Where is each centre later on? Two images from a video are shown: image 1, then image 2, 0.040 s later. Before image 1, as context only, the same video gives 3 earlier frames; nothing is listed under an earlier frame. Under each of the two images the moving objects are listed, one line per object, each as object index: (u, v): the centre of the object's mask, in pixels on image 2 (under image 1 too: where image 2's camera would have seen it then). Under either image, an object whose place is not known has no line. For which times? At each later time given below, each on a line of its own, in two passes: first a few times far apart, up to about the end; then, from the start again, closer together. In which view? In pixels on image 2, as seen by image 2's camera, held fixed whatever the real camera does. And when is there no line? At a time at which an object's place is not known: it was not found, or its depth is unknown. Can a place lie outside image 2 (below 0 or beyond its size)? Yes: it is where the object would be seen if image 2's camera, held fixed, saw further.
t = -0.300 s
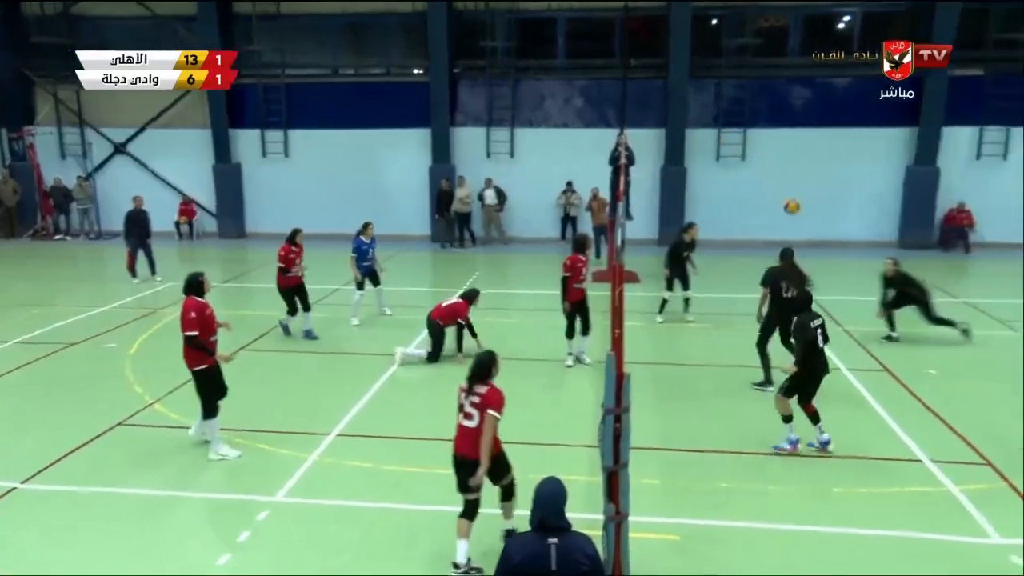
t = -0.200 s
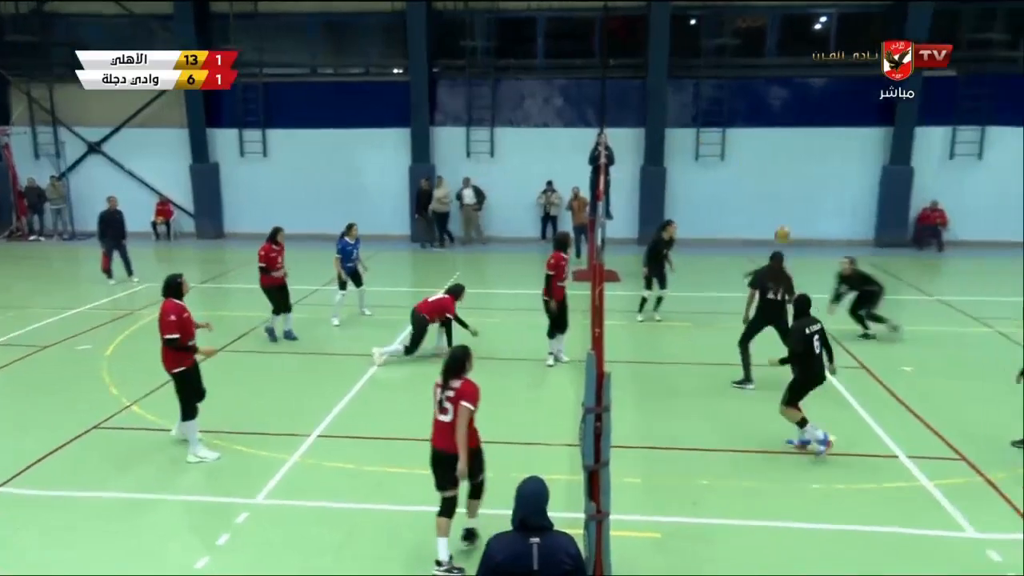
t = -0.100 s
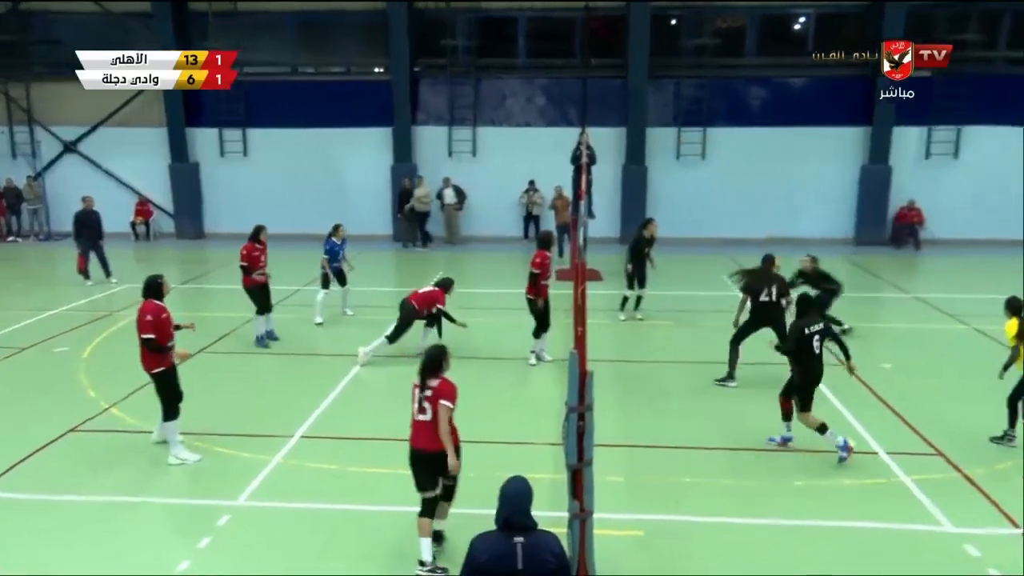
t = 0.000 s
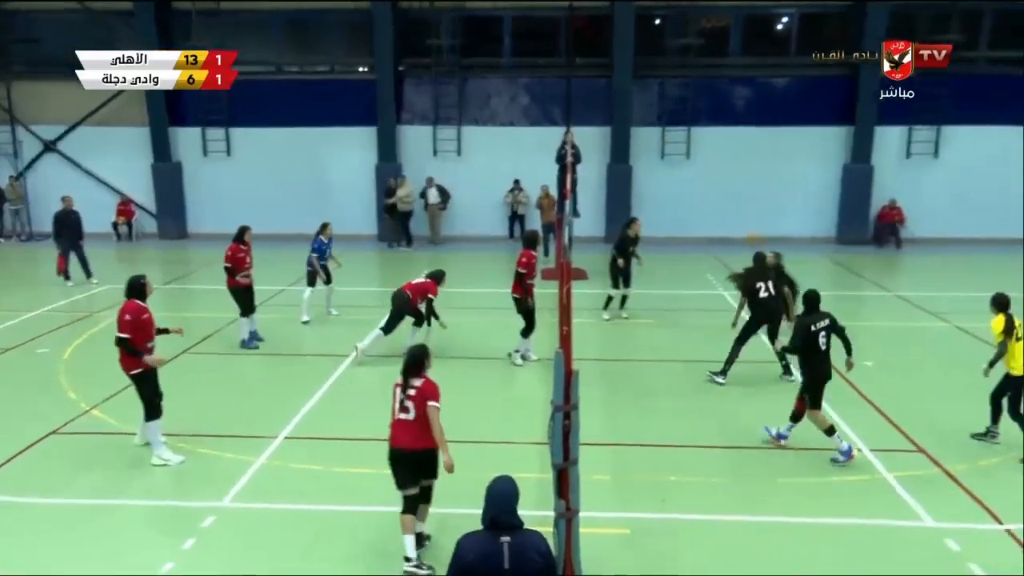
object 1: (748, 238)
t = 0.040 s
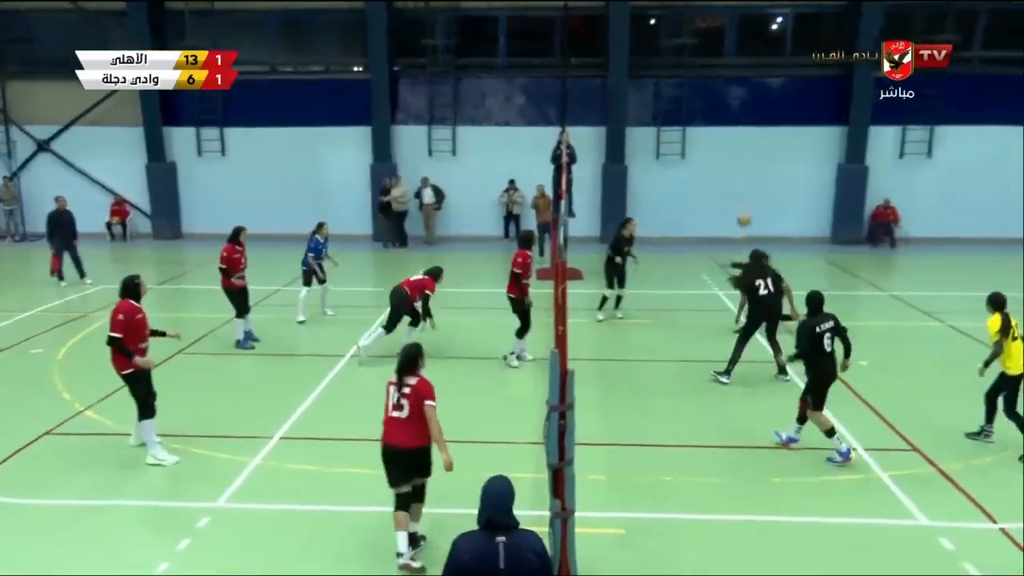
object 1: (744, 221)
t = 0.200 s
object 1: (727, 153)
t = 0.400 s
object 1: (707, 93)
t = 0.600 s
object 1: (686, 60)
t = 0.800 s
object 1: (666, 53)
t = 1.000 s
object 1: (645, 74)
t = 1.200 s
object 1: (624, 119)
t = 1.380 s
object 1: (605, 178)
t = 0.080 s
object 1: (740, 201)
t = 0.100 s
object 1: (738, 193)
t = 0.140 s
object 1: (733, 176)
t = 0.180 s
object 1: (729, 161)
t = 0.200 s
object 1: (727, 153)
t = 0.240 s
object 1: (723, 140)
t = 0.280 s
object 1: (719, 126)
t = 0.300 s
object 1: (717, 120)
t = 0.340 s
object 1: (713, 108)
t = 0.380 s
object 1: (709, 98)
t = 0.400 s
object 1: (707, 93)
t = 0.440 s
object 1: (702, 85)
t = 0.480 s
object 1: (698, 76)
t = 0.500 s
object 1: (696, 73)
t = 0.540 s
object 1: (692, 67)
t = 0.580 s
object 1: (688, 62)
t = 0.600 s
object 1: (686, 60)
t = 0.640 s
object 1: (682, 57)
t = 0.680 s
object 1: (678, 54)
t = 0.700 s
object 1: (676, 53)
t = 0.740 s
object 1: (672, 53)
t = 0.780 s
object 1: (667, 53)
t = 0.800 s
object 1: (666, 53)
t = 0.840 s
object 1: (661, 56)
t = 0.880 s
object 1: (657, 59)
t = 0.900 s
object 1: (655, 60)
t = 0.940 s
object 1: (651, 66)
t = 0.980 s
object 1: (647, 71)
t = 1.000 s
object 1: (645, 74)
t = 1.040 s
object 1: (641, 81)
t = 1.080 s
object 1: (636, 88)
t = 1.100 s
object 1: (634, 92)
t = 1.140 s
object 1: (630, 103)
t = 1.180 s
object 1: (626, 113)
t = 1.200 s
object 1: (624, 119)
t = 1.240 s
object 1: (620, 131)
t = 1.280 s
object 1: (615, 144)
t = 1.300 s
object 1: (613, 150)
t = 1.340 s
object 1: (609, 163)
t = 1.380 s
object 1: (605, 178)
